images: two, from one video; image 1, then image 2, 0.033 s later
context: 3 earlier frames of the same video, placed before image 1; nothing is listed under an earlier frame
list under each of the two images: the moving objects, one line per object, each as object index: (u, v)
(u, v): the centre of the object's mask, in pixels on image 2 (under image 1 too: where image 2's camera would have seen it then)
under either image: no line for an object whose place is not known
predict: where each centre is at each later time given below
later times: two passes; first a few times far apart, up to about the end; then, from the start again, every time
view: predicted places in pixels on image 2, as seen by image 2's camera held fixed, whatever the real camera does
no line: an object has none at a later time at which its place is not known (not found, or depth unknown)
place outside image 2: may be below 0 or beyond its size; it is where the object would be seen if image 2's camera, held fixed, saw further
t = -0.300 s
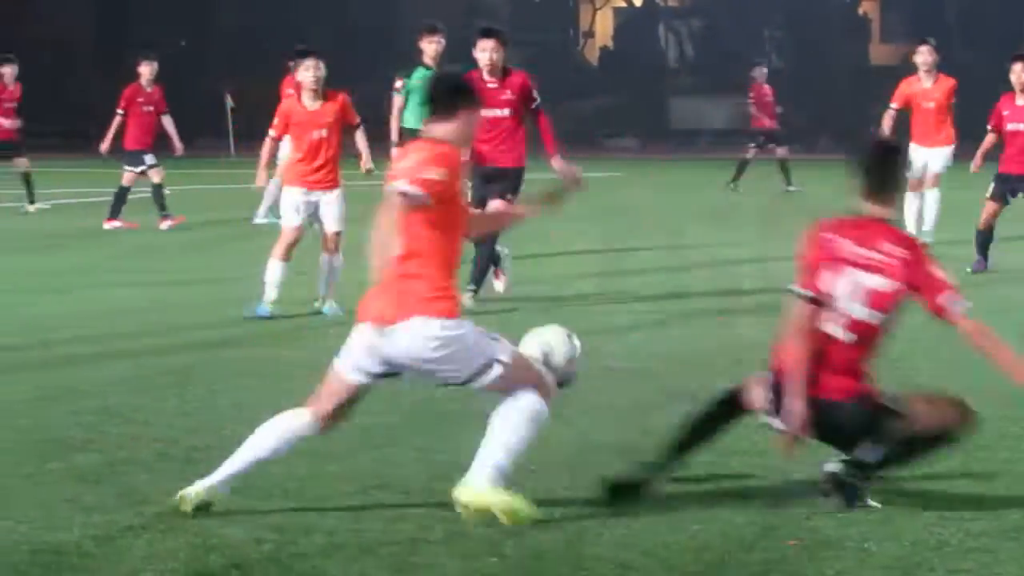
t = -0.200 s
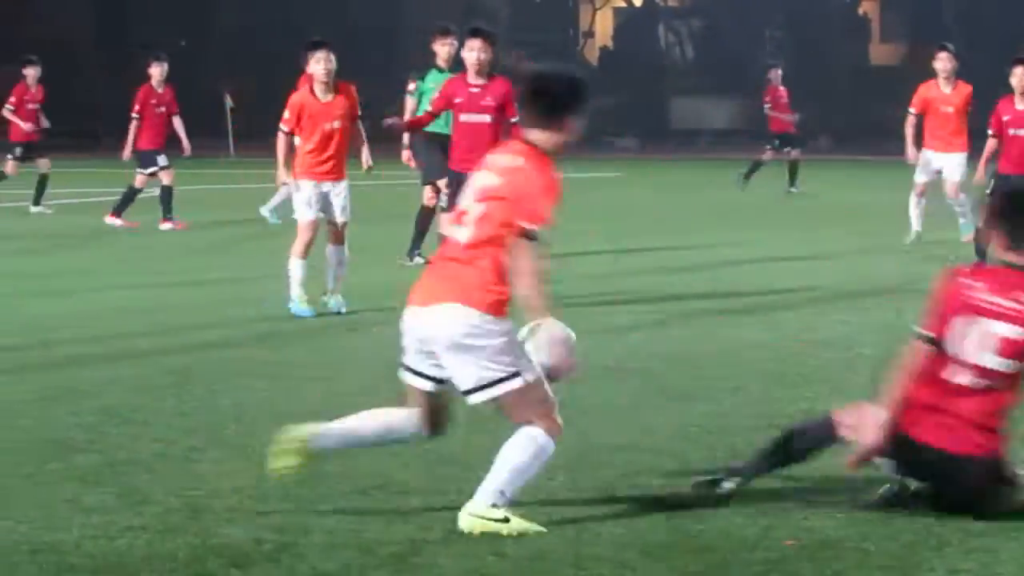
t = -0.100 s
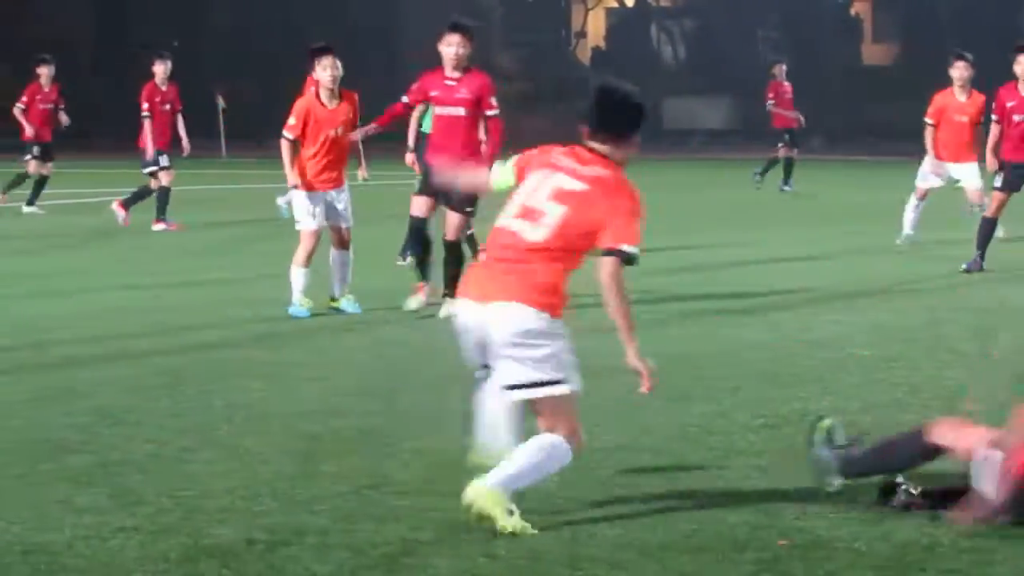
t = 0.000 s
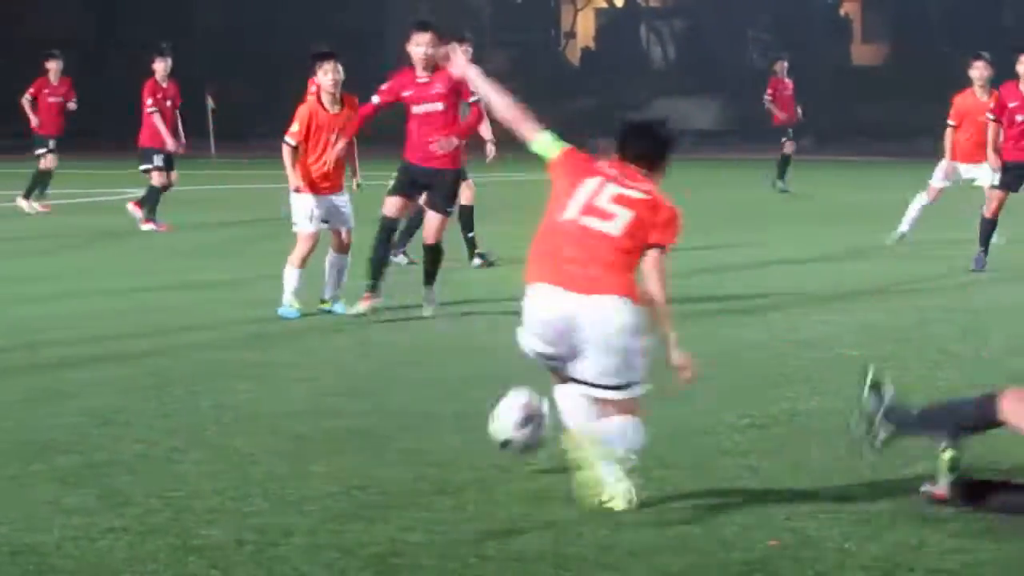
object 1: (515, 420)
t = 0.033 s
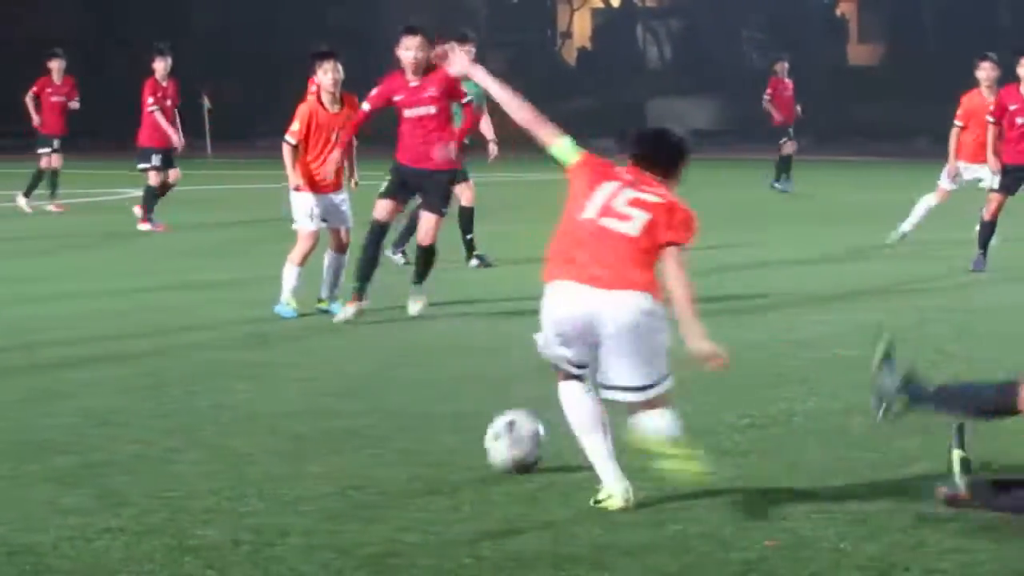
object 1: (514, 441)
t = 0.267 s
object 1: (537, 394)
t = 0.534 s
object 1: (559, 415)
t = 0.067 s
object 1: (518, 434)
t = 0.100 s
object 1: (520, 418)
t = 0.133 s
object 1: (524, 407)
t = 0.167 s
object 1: (527, 400)
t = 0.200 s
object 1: (531, 395)
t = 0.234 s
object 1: (534, 393)
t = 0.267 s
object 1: (537, 394)
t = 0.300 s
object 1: (541, 397)
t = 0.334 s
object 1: (544, 404)
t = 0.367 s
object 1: (548, 414)
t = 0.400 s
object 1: (552, 426)
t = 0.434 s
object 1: (555, 430)
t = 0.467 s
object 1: (556, 423)
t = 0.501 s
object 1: (557, 417)
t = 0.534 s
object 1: (559, 415)
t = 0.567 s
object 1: (560, 415)
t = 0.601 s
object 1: (561, 418)
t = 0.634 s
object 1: (561, 421)
